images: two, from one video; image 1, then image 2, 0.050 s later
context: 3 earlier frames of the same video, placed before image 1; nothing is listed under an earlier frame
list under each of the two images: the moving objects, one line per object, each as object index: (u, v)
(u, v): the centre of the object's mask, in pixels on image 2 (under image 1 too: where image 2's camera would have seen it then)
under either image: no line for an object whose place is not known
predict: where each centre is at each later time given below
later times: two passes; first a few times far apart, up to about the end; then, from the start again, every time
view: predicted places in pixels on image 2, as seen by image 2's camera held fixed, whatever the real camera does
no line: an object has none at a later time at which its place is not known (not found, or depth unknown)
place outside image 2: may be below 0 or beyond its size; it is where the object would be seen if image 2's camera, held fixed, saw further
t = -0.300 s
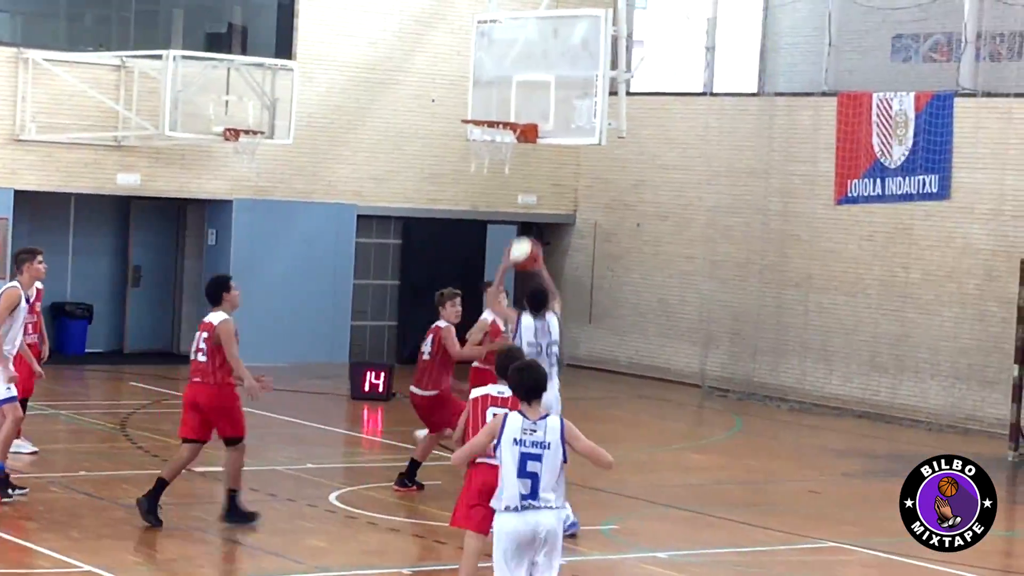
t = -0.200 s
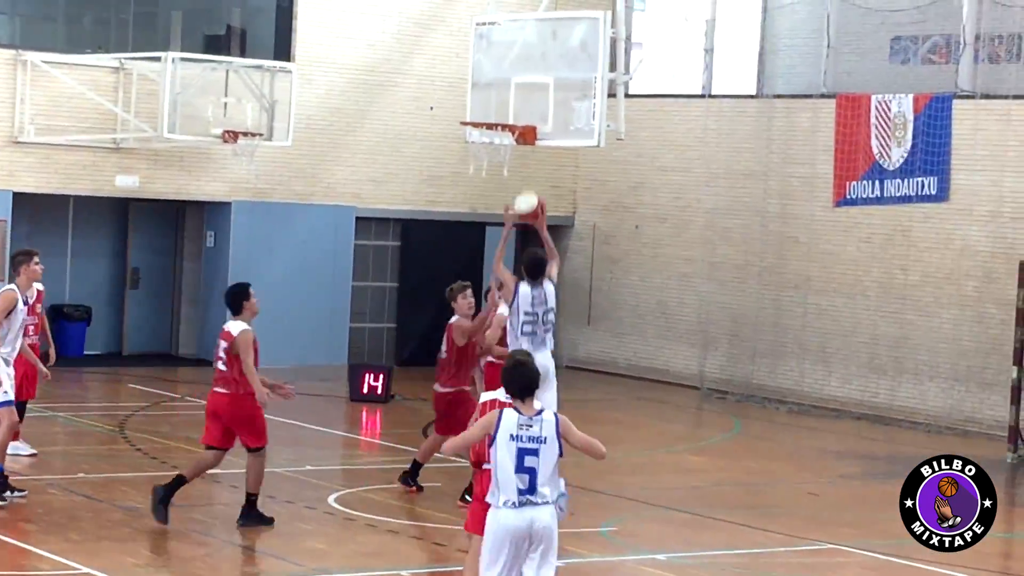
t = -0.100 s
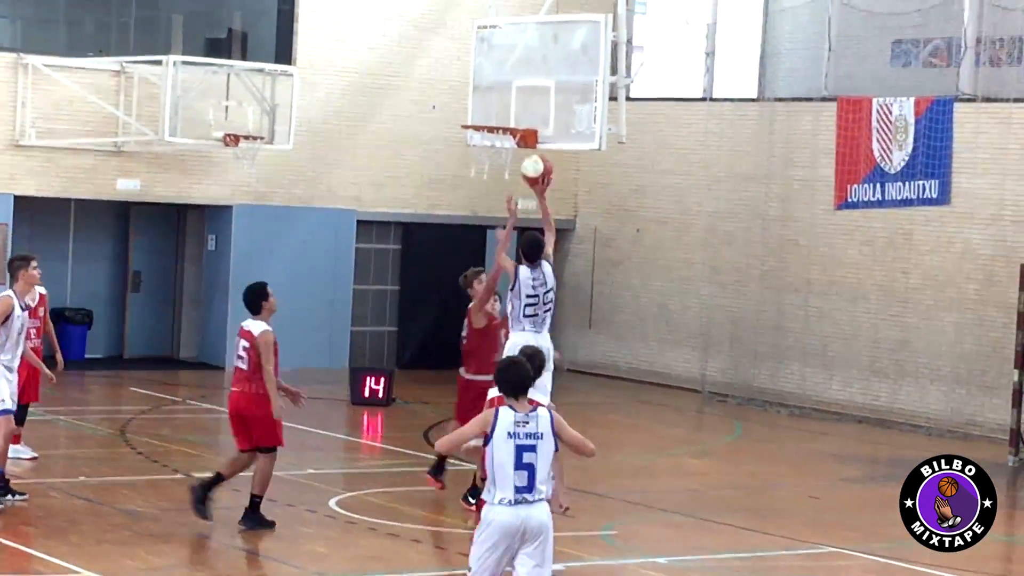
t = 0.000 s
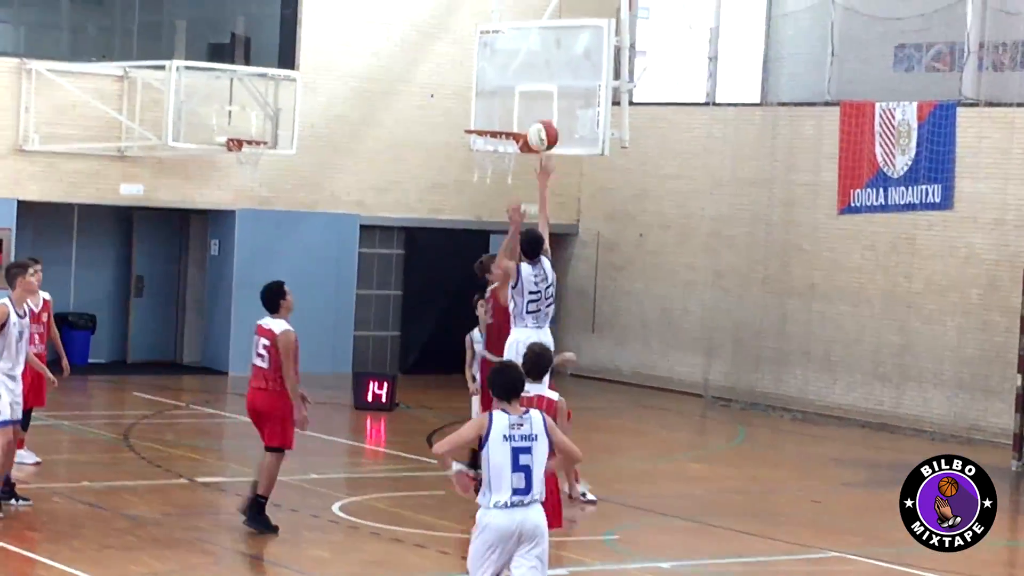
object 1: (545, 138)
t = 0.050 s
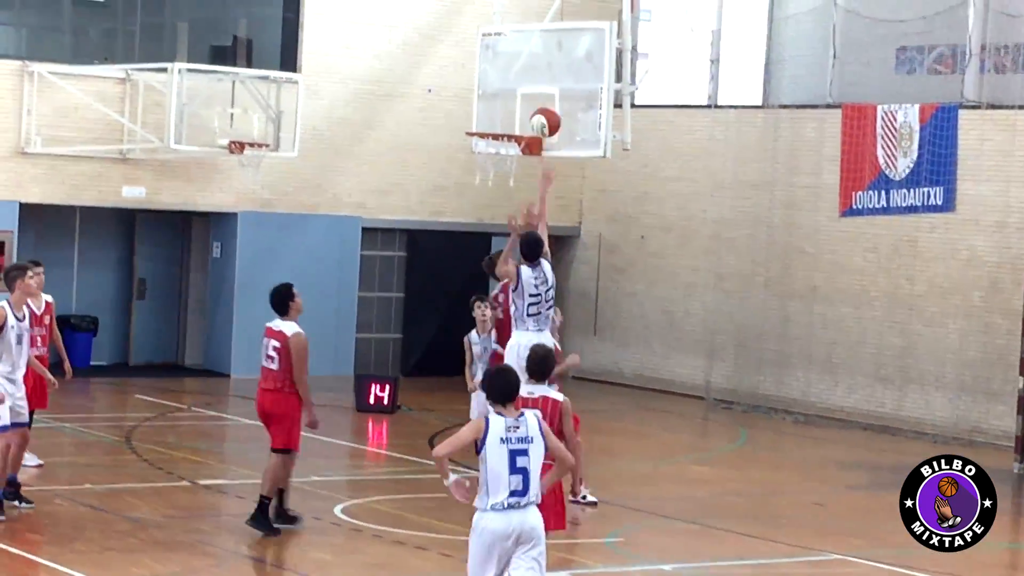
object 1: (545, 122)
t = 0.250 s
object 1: (547, 91)
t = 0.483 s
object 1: (505, 121)
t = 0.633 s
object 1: (481, 171)
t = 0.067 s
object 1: (545, 118)
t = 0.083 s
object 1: (545, 114)
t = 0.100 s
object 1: (545, 110)
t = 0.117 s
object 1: (545, 107)
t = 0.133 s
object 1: (547, 102)
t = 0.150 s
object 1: (546, 99)
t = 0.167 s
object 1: (547, 96)
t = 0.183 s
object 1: (547, 94)
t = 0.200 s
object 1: (547, 93)
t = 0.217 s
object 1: (547, 92)
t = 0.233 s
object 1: (547, 91)
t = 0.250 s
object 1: (547, 91)
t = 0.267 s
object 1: (545, 91)
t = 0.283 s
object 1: (541, 91)
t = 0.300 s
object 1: (538, 92)
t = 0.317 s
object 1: (535, 93)
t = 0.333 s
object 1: (532, 95)
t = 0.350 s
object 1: (529, 97)
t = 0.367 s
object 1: (526, 100)
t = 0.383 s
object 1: (523, 102)
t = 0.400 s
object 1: (520, 105)
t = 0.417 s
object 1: (518, 106)
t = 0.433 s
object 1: (515, 109)
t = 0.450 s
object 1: (511, 114)
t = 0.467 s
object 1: (508, 118)
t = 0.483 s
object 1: (505, 121)
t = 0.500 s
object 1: (501, 125)
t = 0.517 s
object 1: (498, 134)
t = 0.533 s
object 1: (494, 141)
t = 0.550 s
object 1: (491, 148)
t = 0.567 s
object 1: (487, 152)
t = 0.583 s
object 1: (486, 156)
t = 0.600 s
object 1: (485, 162)
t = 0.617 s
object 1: (482, 167)
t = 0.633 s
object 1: (481, 171)
